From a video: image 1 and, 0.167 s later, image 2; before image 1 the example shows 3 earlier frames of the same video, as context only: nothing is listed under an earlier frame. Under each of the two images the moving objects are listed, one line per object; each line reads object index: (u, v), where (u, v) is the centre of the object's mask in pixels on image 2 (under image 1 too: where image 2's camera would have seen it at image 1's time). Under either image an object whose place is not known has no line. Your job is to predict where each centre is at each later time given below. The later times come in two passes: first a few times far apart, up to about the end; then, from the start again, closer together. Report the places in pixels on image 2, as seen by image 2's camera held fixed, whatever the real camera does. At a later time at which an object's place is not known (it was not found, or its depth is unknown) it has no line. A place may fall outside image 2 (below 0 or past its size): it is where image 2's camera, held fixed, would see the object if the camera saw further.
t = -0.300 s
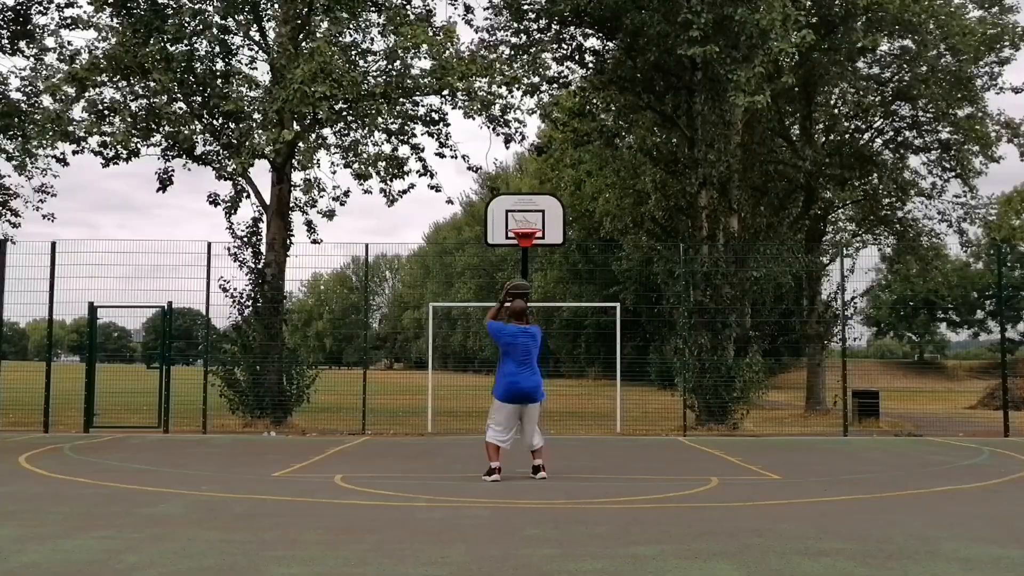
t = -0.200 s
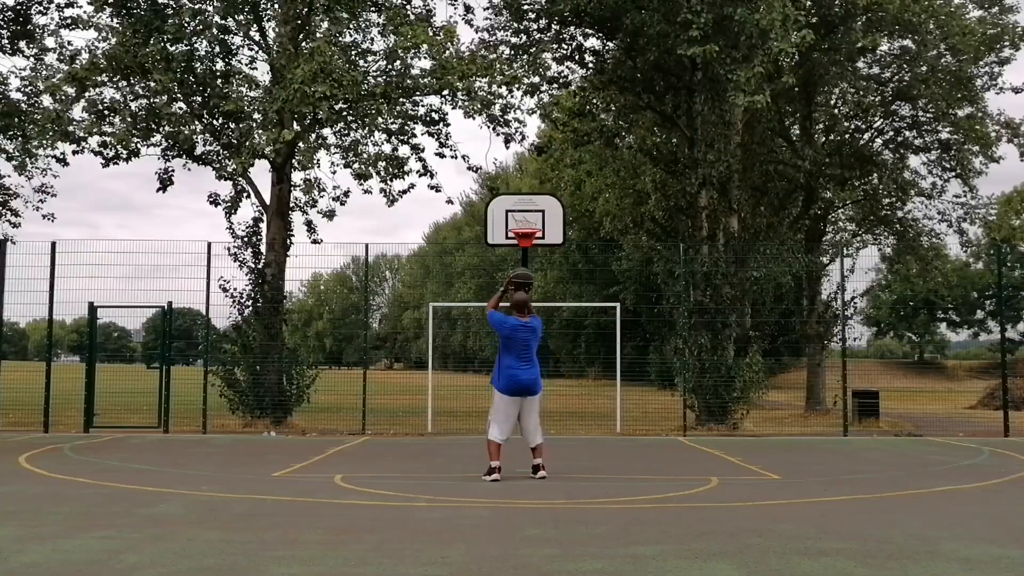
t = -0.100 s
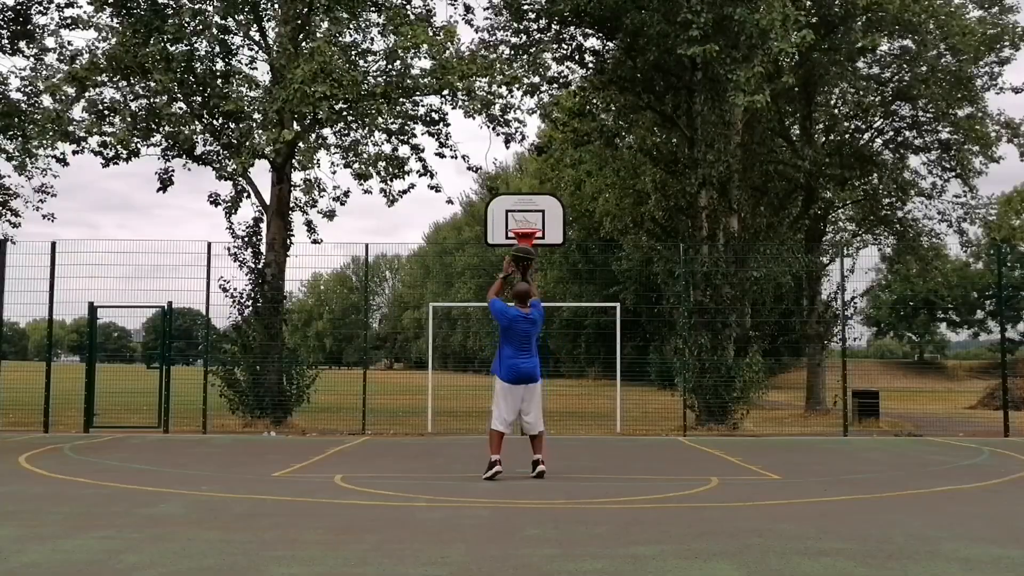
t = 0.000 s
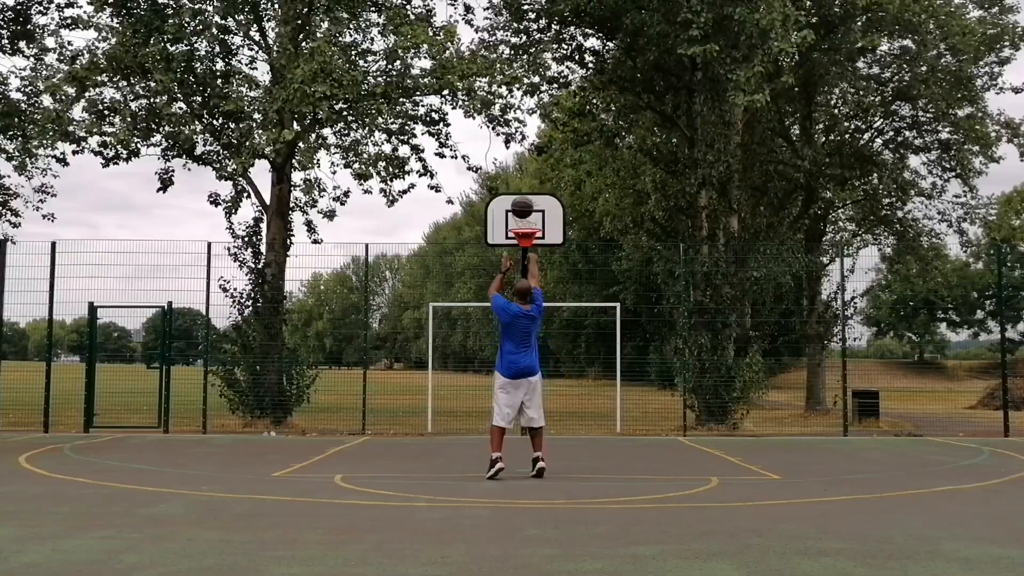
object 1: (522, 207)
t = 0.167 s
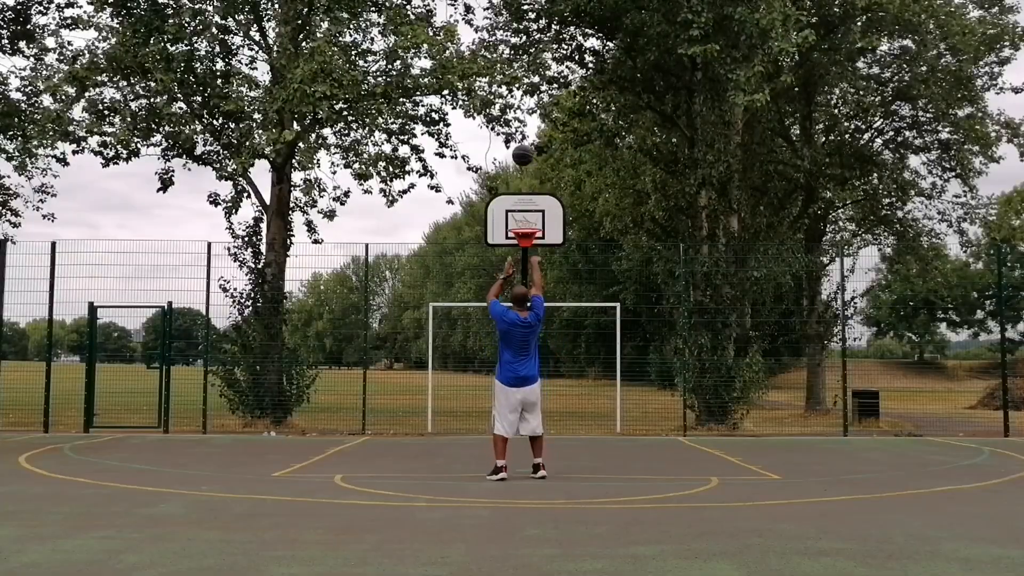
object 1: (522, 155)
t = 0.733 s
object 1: (522, 167)
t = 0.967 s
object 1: (523, 222)
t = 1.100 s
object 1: (524, 200)
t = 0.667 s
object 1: (523, 154)
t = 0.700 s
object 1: (522, 160)
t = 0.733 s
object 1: (522, 167)
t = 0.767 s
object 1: (523, 175)
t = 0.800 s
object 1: (523, 182)
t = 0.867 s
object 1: (523, 200)
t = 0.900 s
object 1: (523, 210)
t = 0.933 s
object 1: (523, 220)
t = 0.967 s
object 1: (523, 222)
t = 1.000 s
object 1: (524, 215)
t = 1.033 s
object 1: (524, 207)
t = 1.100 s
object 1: (524, 200)
